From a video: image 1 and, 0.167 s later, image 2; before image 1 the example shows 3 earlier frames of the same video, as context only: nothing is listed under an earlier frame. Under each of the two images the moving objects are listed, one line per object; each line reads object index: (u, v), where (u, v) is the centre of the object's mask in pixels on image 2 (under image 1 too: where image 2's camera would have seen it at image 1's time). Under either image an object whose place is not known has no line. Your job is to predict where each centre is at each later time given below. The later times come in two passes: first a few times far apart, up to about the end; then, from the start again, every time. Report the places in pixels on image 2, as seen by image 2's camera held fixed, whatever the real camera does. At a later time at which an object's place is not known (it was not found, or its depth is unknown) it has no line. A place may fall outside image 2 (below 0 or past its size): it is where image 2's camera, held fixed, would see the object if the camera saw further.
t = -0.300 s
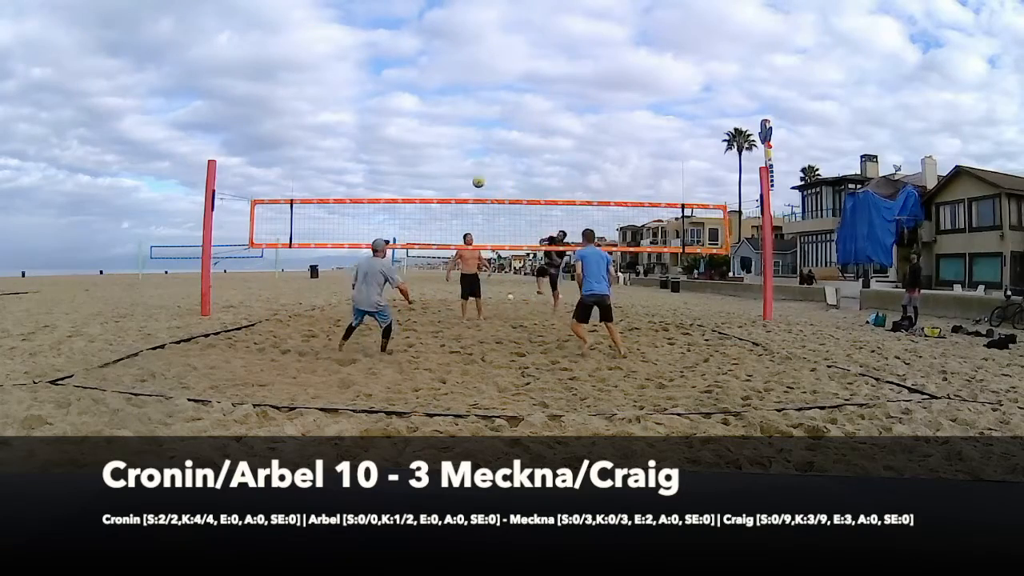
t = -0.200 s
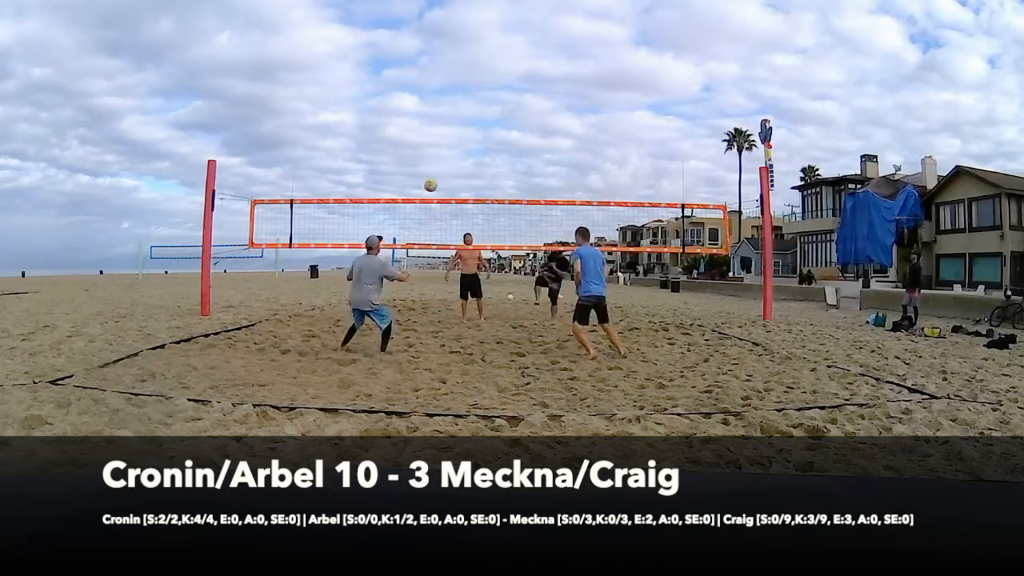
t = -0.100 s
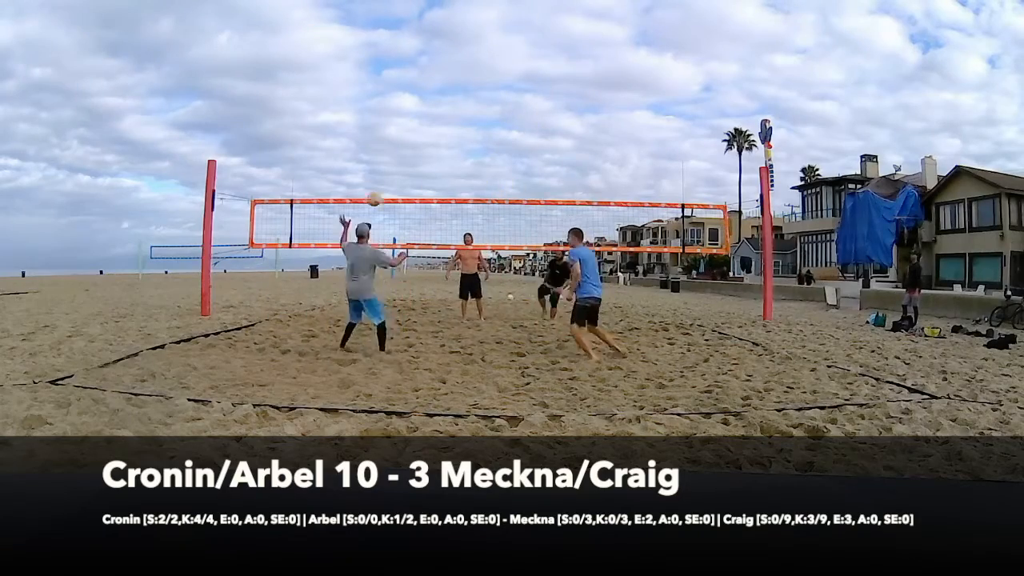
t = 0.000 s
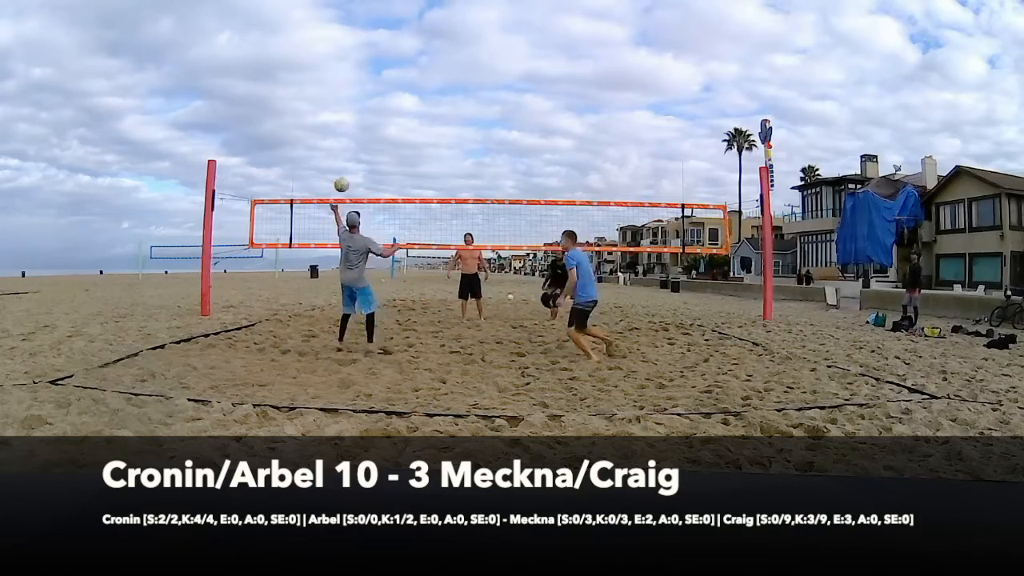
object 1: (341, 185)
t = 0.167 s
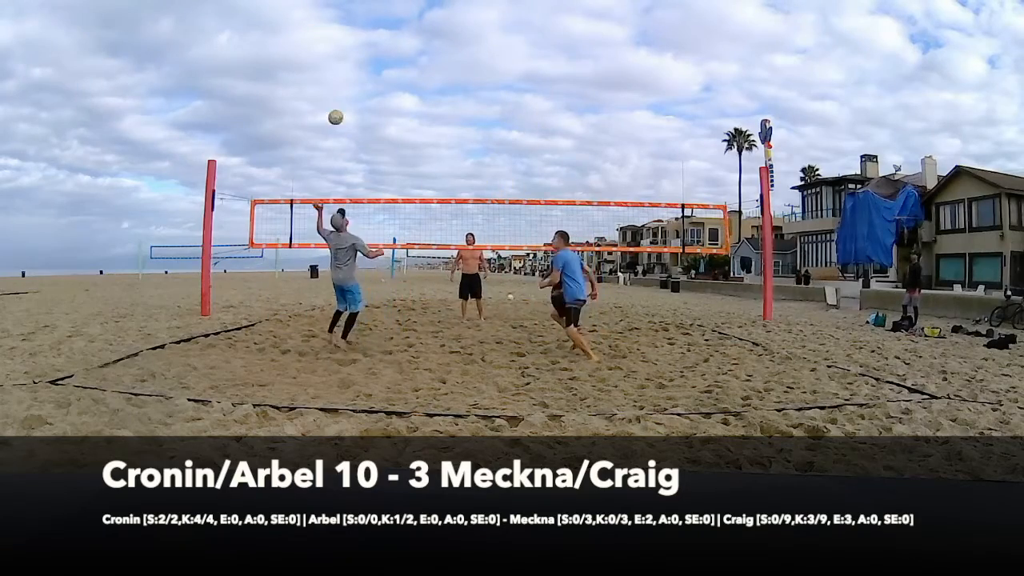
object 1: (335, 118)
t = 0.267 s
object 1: (331, 87)
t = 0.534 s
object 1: (318, 39)
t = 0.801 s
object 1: (300, 38)
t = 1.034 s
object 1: (278, 81)
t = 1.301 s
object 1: (250, 188)
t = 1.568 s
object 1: (229, 357)
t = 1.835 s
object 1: (230, 306)
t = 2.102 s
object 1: (232, 315)
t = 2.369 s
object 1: (235, 366)
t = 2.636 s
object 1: (235, 366)
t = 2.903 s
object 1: (235, 366)
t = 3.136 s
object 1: (237, 367)
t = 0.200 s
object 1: (334, 106)
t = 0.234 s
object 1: (333, 96)
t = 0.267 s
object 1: (331, 87)
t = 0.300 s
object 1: (330, 79)
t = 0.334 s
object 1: (328, 71)
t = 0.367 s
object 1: (327, 63)
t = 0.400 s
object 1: (325, 57)
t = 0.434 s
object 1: (323, 52)
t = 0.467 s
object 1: (321, 47)
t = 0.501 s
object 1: (320, 43)
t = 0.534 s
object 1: (318, 39)
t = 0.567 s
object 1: (316, 36)
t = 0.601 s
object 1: (314, 35)
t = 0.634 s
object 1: (312, 33)
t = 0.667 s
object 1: (310, 33)
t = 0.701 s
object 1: (307, 33)
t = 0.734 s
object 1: (305, 34)
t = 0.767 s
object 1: (302, 36)
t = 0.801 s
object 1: (300, 38)
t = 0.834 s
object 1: (297, 42)
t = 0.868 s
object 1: (294, 46)
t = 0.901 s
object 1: (291, 51)
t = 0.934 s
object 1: (288, 57)
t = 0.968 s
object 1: (285, 64)
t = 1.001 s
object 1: (282, 72)
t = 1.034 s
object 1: (278, 81)
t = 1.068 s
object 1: (275, 91)
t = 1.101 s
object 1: (272, 101)
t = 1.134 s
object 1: (268, 113)
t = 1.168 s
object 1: (265, 126)
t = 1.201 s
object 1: (261, 139)
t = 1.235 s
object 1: (258, 155)
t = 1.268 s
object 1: (254, 171)
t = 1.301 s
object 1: (250, 188)
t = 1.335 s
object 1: (247, 206)
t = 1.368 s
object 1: (243, 226)
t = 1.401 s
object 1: (241, 247)
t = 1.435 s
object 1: (238, 266)
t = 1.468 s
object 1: (235, 290)
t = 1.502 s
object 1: (233, 313)
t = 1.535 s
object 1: (231, 337)
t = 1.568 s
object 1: (229, 357)
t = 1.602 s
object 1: (228, 348)
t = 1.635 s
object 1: (228, 339)
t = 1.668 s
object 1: (228, 332)
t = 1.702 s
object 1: (230, 325)
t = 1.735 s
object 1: (230, 319)
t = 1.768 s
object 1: (229, 314)
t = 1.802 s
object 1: (229, 310)
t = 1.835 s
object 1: (230, 306)
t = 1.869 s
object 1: (230, 304)
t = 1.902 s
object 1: (230, 303)
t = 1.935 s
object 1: (231, 303)
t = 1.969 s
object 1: (231, 303)
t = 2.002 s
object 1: (232, 305)
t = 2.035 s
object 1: (231, 307)
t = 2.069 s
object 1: (232, 311)
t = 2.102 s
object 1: (232, 315)
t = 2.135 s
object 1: (233, 321)
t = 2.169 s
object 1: (233, 328)
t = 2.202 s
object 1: (234, 337)
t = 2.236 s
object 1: (234, 346)
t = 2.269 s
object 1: (235, 357)
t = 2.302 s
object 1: (235, 367)
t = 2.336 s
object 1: (235, 367)
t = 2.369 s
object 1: (235, 366)
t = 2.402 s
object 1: (236, 366)
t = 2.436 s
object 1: (235, 366)
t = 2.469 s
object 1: (235, 366)
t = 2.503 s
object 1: (235, 366)
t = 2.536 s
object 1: (235, 366)
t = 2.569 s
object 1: (235, 366)
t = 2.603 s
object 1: (235, 366)
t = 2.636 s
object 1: (235, 366)
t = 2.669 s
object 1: (235, 366)
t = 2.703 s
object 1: (235, 366)
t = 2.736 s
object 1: (235, 367)
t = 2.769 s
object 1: (235, 367)
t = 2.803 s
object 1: (236, 367)
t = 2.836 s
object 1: (236, 366)
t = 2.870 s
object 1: (235, 367)
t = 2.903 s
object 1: (235, 366)
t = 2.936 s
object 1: (235, 367)
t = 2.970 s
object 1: (235, 367)
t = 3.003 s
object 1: (236, 367)
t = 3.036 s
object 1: (236, 367)
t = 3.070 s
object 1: (237, 367)
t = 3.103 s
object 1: (237, 367)
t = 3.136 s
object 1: (237, 367)
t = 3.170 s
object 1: (237, 367)
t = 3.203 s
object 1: (237, 366)
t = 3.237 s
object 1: (236, 366)
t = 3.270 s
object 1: (236, 366)
